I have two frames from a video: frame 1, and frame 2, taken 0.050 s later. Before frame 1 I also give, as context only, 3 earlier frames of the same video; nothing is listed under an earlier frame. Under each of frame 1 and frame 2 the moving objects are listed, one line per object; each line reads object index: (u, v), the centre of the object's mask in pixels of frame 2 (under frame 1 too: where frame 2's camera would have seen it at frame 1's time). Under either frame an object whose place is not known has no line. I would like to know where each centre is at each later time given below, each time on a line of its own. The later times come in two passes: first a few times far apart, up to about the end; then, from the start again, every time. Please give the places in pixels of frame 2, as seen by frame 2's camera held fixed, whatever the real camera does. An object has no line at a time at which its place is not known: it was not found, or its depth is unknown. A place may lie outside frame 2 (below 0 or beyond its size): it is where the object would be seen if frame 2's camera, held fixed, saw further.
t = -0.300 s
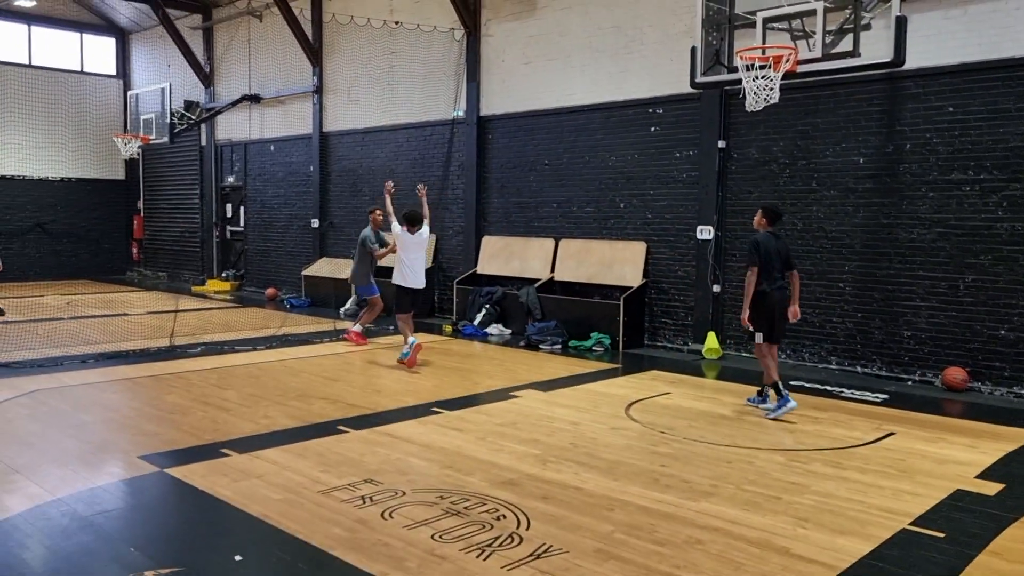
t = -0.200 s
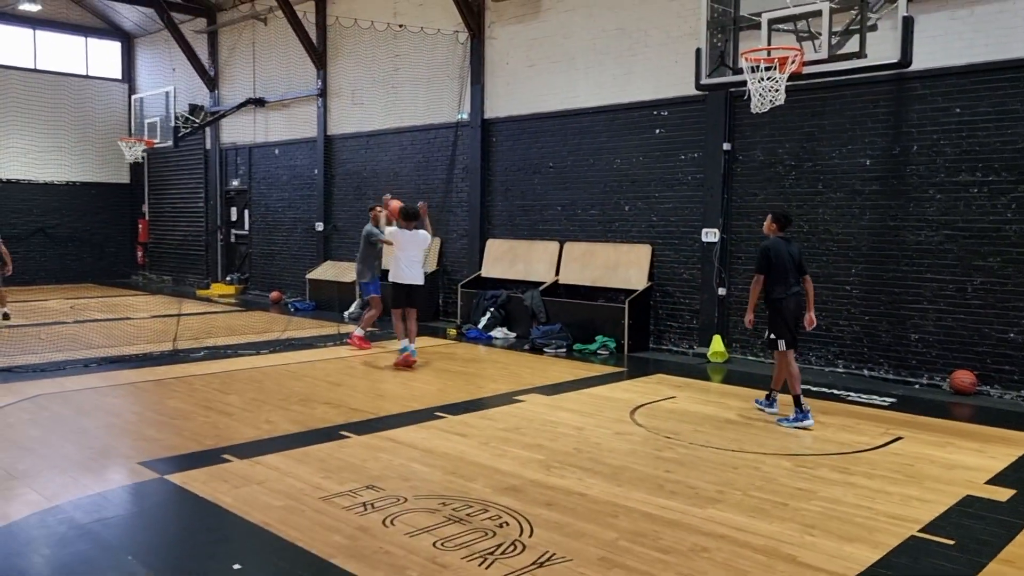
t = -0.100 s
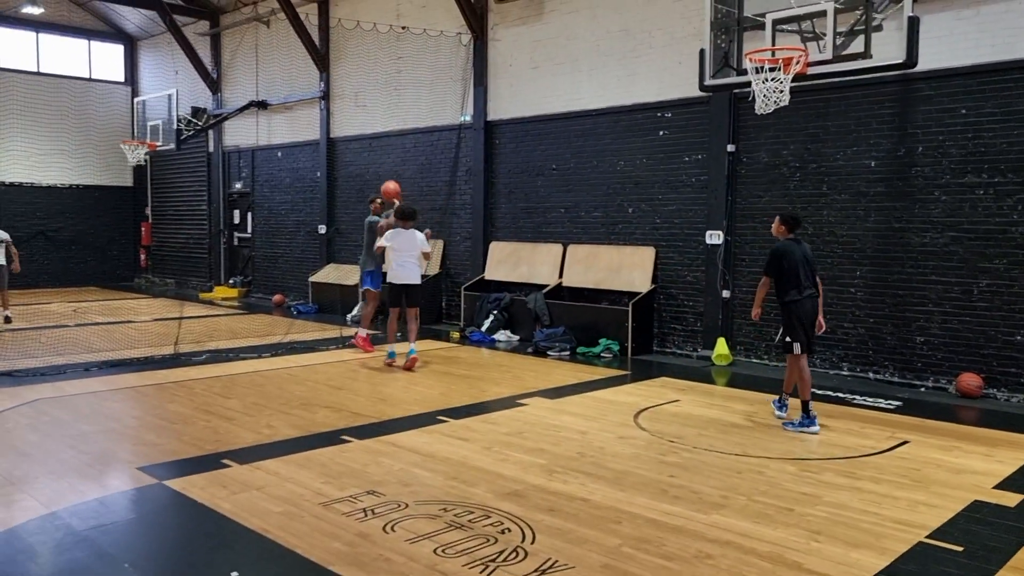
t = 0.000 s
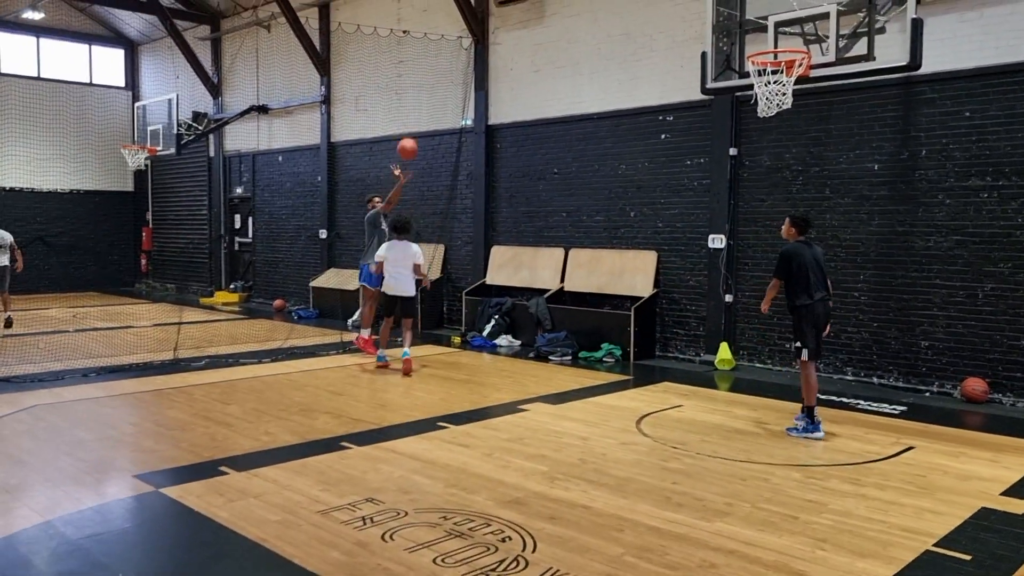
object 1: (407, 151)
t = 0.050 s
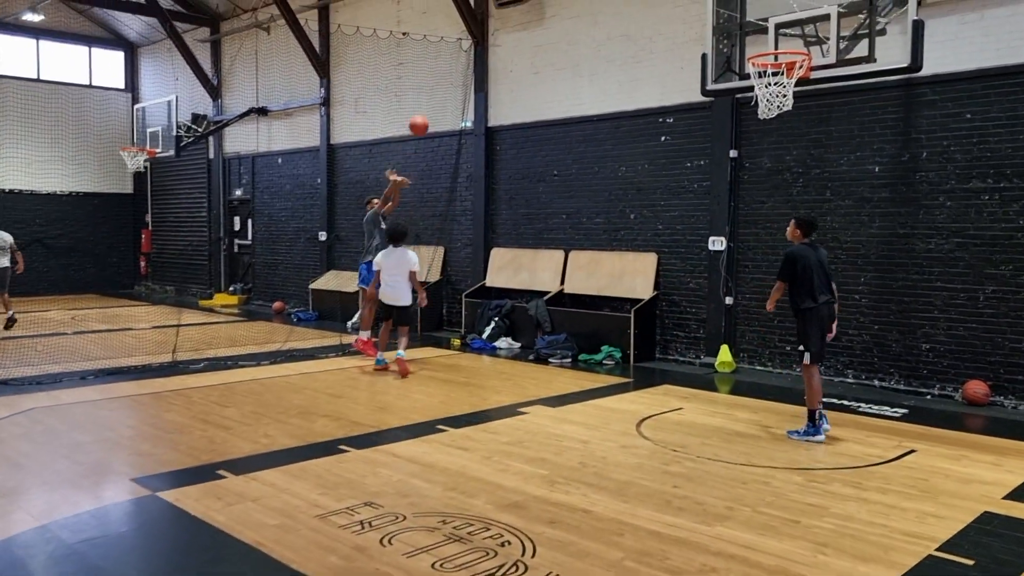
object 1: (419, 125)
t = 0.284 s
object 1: (478, 27)
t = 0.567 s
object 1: (562, -43)
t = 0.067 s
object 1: (422, 117)
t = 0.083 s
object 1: (426, 109)
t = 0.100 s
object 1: (431, 102)
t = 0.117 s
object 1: (435, 94)
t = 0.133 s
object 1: (439, 86)
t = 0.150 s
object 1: (443, 79)
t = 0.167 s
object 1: (447, 72)
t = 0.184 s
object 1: (452, 65)
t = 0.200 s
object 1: (456, 58)
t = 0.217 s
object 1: (461, 51)
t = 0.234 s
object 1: (465, 45)
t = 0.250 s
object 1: (469, 38)
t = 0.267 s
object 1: (473, 32)
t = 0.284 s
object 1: (478, 27)
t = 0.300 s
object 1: (482, 20)
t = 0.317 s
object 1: (487, 15)
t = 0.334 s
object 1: (492, 10)
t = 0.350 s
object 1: (496, 4)
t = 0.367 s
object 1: (501, -1)
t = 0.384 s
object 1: (506, -5)
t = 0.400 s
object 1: (511, -10)
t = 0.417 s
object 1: (515, -14)
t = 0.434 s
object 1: (520, -18)
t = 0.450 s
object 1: (526, -23)
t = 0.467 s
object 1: (530, -26)
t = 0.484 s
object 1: (535, -30)
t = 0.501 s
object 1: (541, -33)
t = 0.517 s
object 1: (546, -36)
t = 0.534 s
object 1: (552, -39)
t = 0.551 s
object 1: (557, -41)
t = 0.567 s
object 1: (562, -43)
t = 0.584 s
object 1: (568, -45)
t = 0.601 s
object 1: (573, -47)
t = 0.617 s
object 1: (579, -48)
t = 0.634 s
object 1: (585, -49)
